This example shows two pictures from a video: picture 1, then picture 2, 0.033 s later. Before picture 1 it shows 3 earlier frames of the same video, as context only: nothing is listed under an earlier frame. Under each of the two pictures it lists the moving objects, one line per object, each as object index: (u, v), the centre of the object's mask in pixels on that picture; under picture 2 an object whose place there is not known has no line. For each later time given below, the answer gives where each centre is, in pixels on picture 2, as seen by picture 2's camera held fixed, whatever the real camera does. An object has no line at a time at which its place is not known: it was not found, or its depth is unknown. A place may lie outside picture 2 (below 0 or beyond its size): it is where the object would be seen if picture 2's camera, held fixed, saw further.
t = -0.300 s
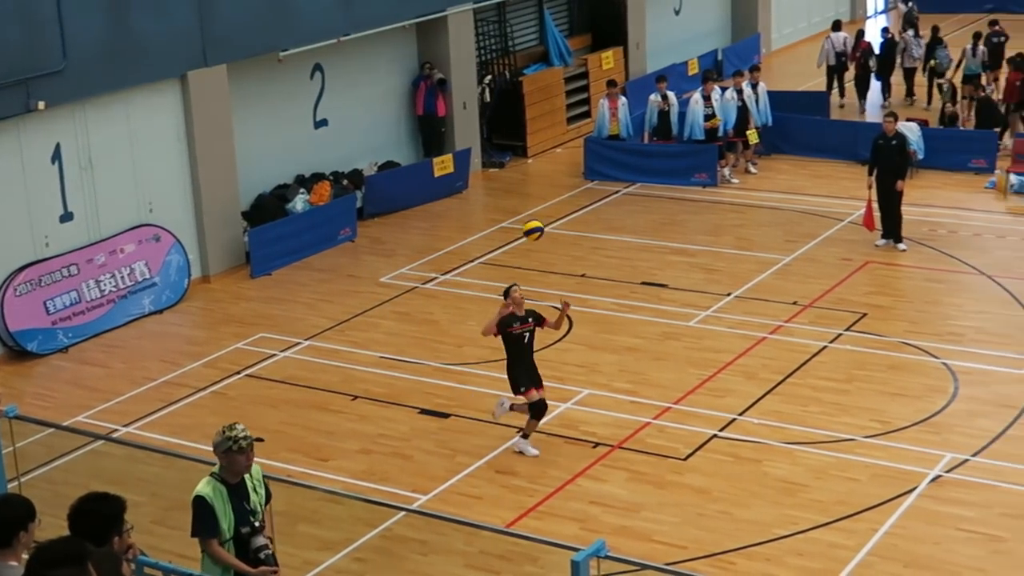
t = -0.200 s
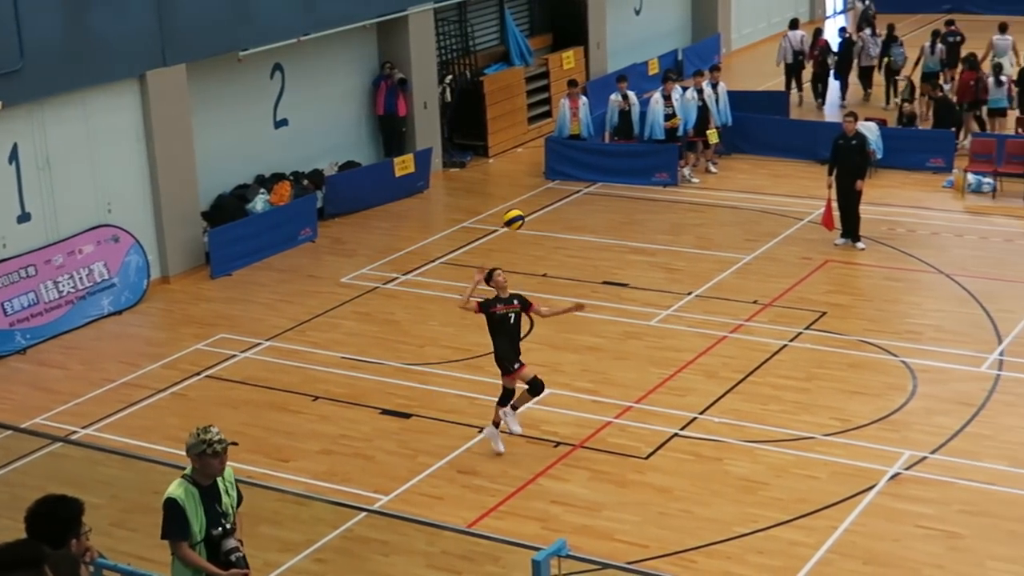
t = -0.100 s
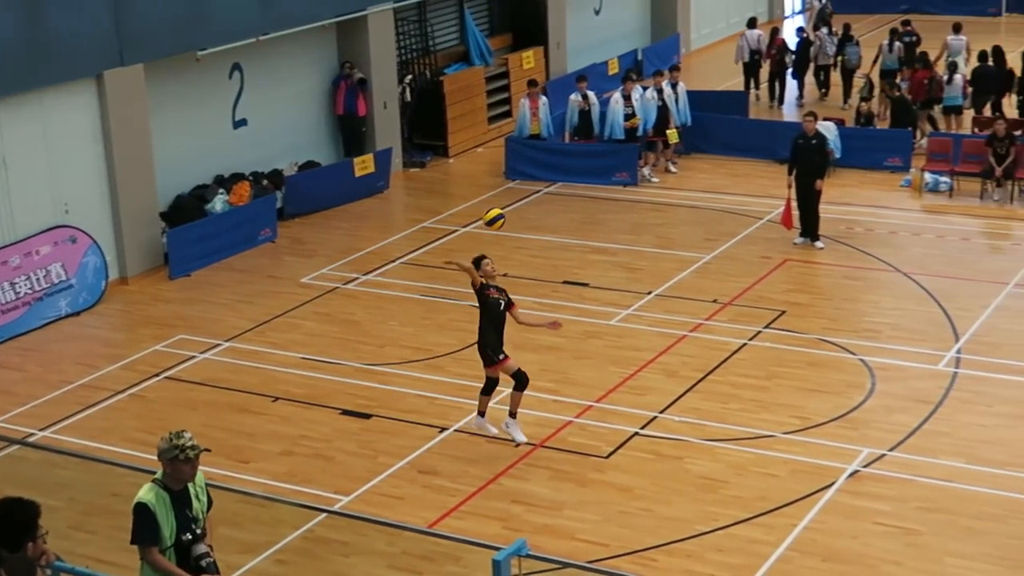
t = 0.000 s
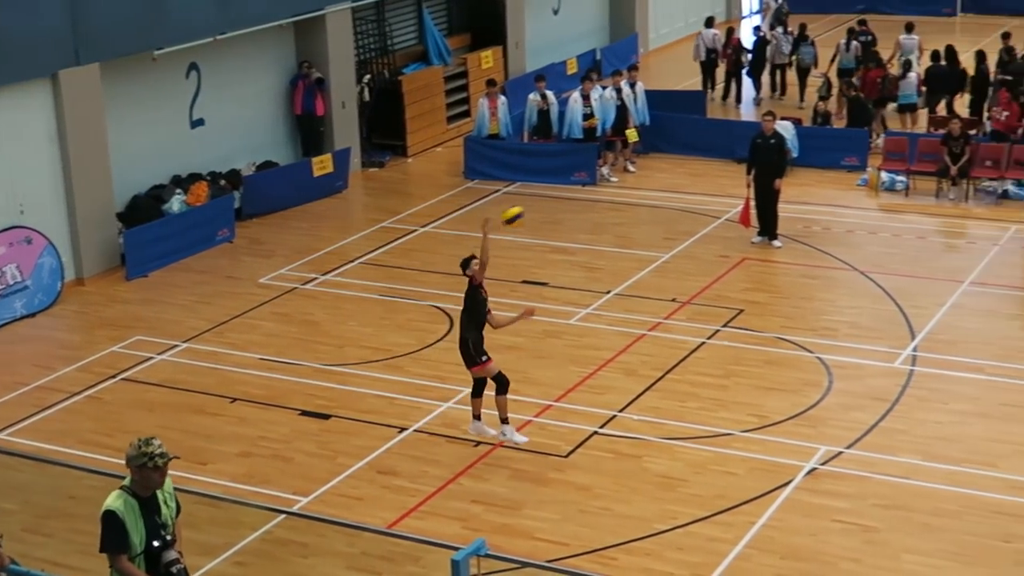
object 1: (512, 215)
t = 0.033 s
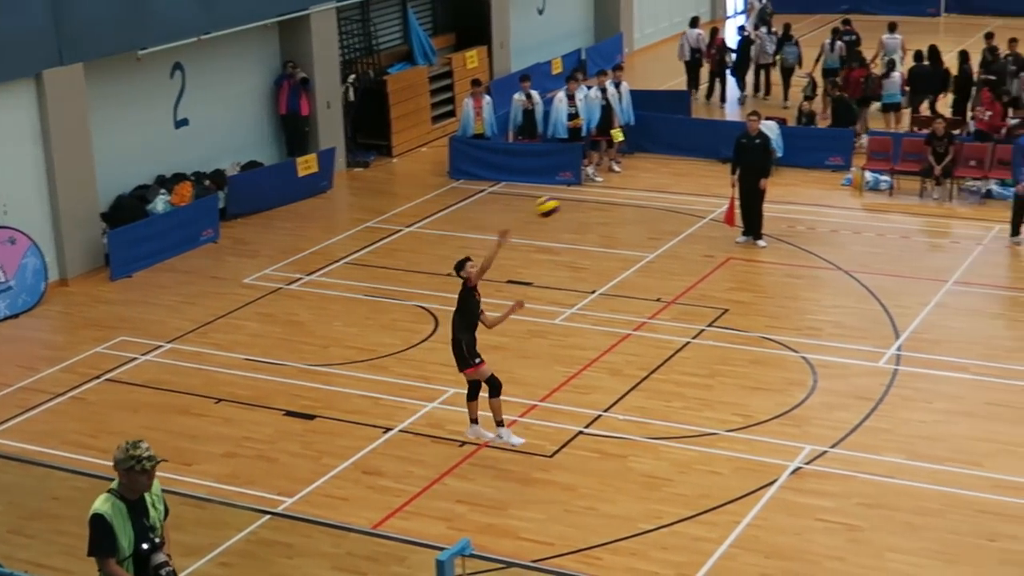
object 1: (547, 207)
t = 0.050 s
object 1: (572, 202)
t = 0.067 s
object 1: (597, 199)
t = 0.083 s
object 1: (623, 196)
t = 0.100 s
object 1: (648, 193)
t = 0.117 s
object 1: (674, 190)
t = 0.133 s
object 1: (699, 187)
